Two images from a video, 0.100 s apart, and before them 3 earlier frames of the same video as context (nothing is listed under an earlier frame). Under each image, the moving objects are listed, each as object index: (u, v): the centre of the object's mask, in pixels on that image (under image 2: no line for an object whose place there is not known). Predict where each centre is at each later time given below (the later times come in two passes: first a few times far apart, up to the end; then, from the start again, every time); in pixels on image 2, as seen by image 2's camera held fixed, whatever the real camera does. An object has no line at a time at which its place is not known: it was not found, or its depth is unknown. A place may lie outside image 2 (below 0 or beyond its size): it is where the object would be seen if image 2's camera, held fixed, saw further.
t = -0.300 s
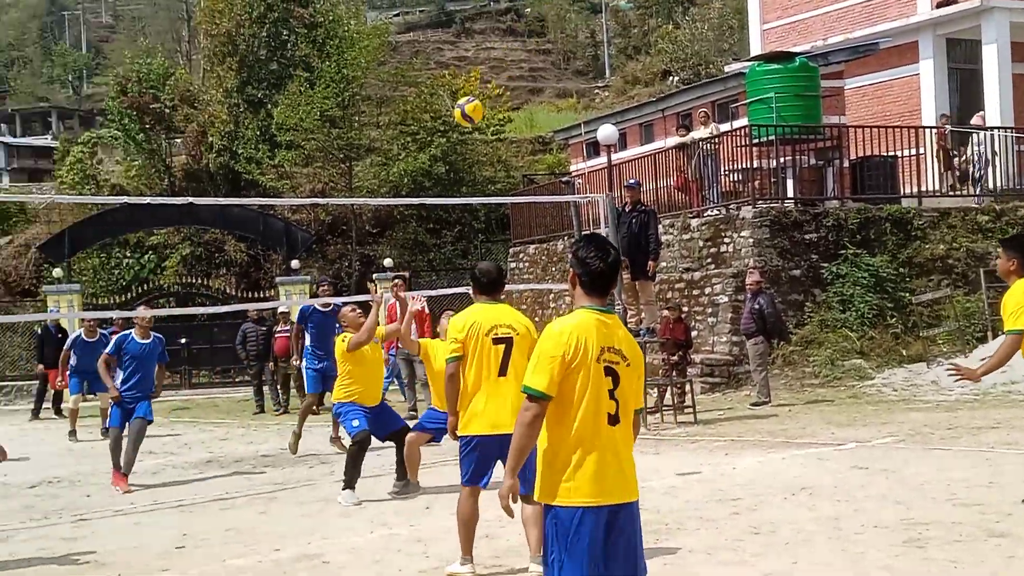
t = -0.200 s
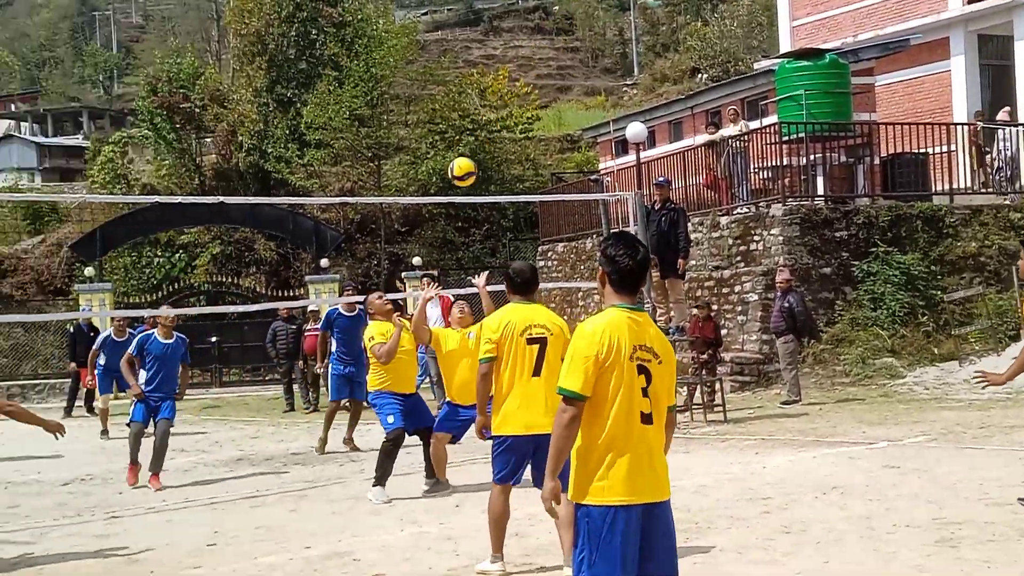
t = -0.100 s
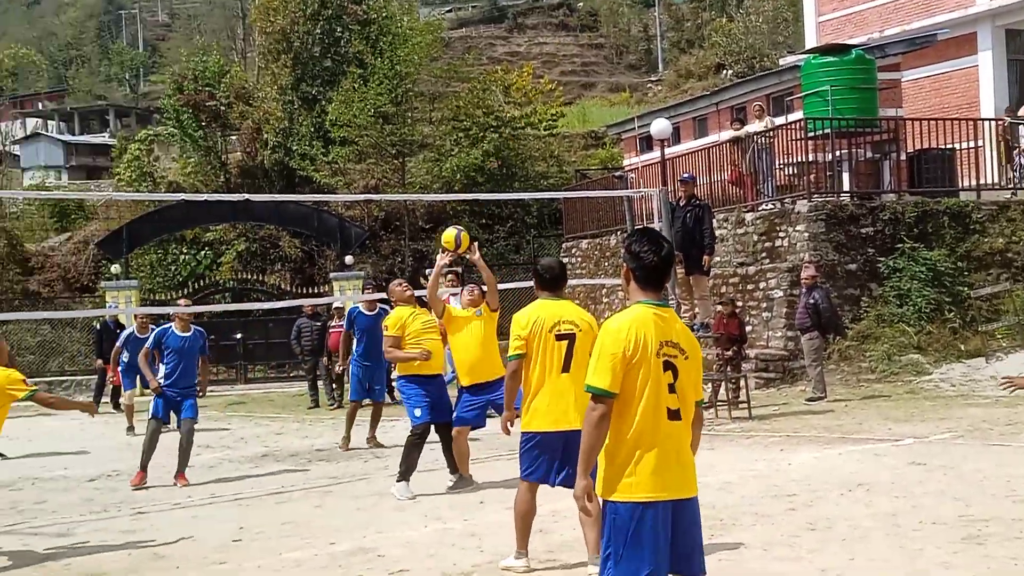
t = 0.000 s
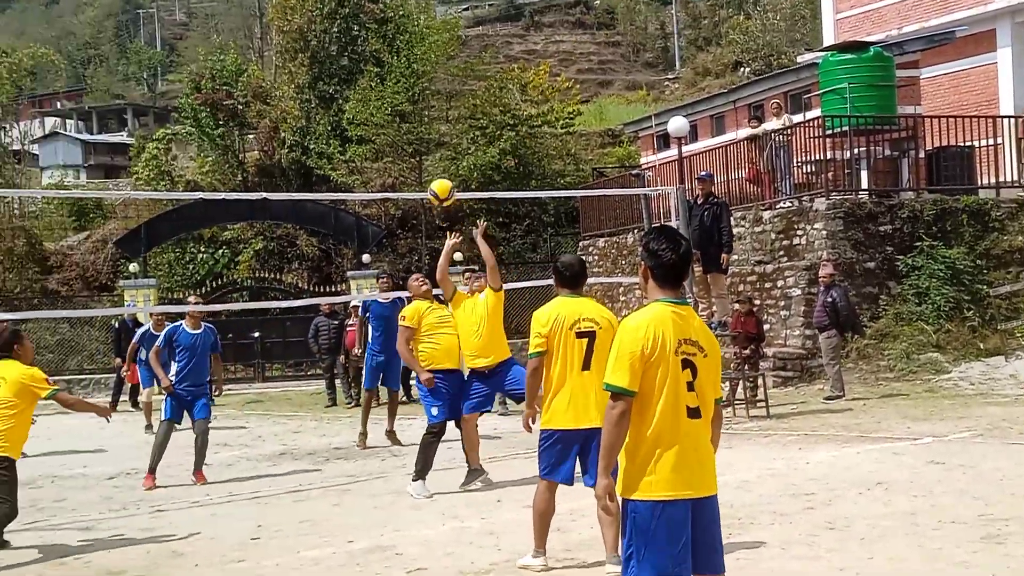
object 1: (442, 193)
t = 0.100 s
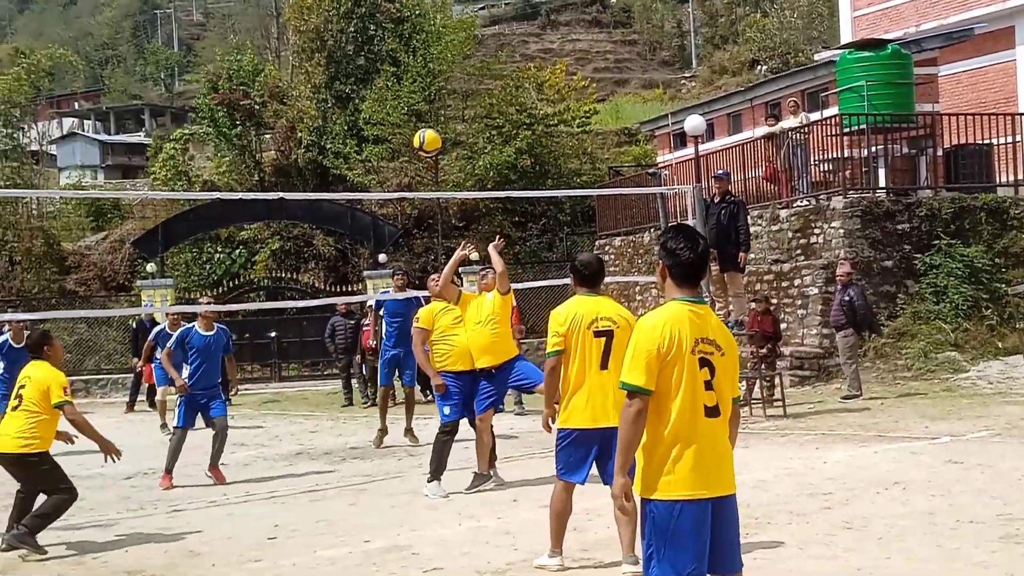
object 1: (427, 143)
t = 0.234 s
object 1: (388, 97)
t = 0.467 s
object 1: (324, 73)
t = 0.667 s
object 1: (274, 107)
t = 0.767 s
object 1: (251, 143)
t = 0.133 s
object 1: (417, 128)
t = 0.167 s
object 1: (408, 117)
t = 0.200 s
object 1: (398, 106)
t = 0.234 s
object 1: (388, 97)
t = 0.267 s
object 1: (378, 89)
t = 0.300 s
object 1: (369, 83)
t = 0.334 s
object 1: (360, 78)
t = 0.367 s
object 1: (351, 74)
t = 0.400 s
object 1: (341, 72)
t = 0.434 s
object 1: (333, 72)
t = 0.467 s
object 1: (324, 73)
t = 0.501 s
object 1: (315, 74)
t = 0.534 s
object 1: (307, 78)
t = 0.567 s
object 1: (299, 83)
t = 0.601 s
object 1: (290, 90)
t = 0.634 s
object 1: (284, 99)
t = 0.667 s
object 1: (274, 107)
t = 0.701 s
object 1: (267, 119)
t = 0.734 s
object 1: (259, 131)
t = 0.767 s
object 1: (251, 143)
